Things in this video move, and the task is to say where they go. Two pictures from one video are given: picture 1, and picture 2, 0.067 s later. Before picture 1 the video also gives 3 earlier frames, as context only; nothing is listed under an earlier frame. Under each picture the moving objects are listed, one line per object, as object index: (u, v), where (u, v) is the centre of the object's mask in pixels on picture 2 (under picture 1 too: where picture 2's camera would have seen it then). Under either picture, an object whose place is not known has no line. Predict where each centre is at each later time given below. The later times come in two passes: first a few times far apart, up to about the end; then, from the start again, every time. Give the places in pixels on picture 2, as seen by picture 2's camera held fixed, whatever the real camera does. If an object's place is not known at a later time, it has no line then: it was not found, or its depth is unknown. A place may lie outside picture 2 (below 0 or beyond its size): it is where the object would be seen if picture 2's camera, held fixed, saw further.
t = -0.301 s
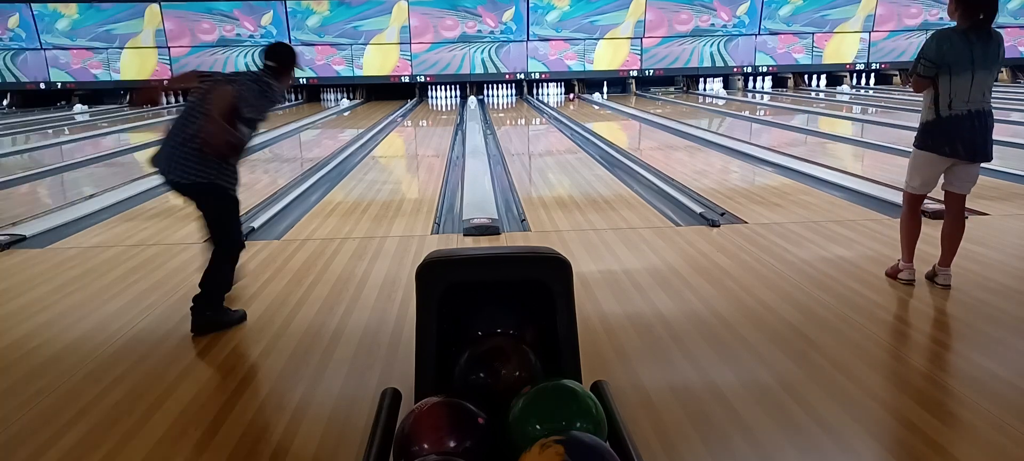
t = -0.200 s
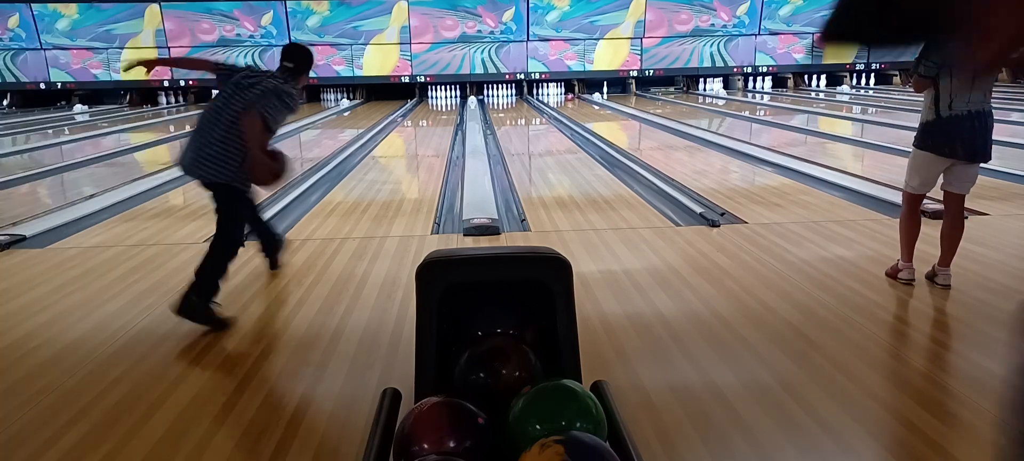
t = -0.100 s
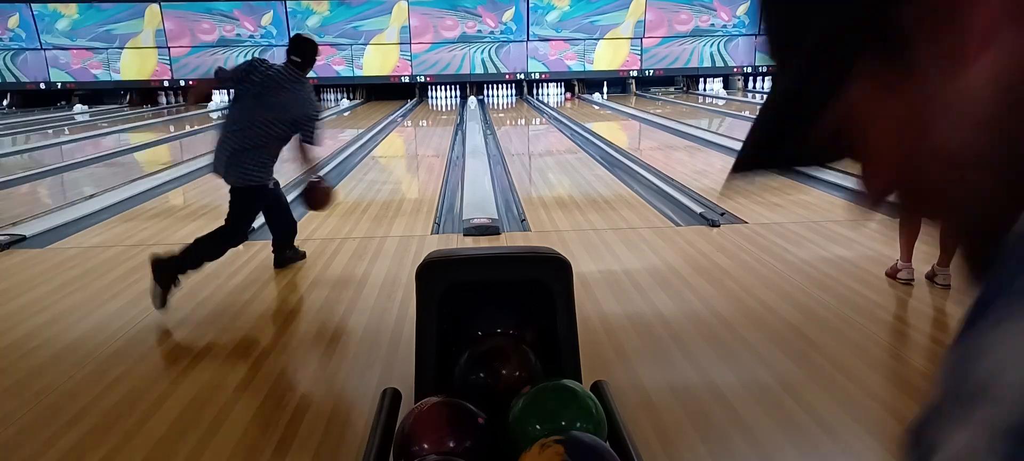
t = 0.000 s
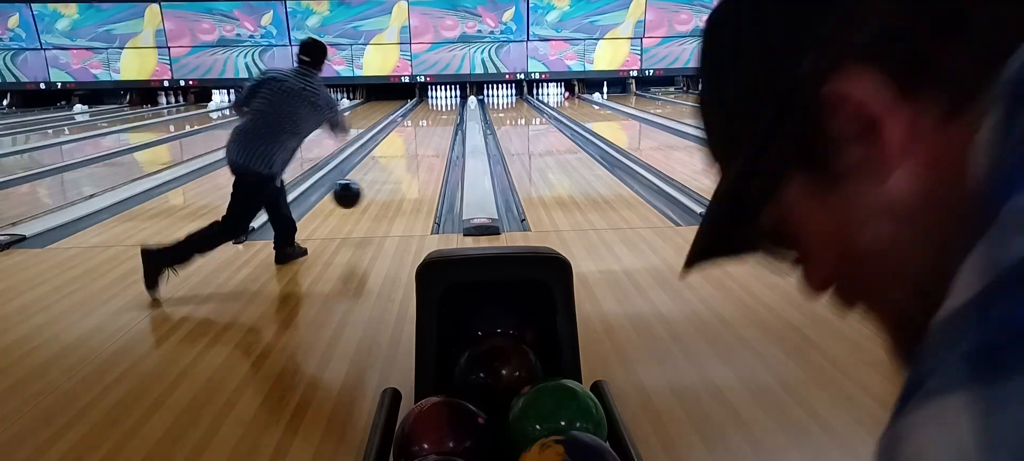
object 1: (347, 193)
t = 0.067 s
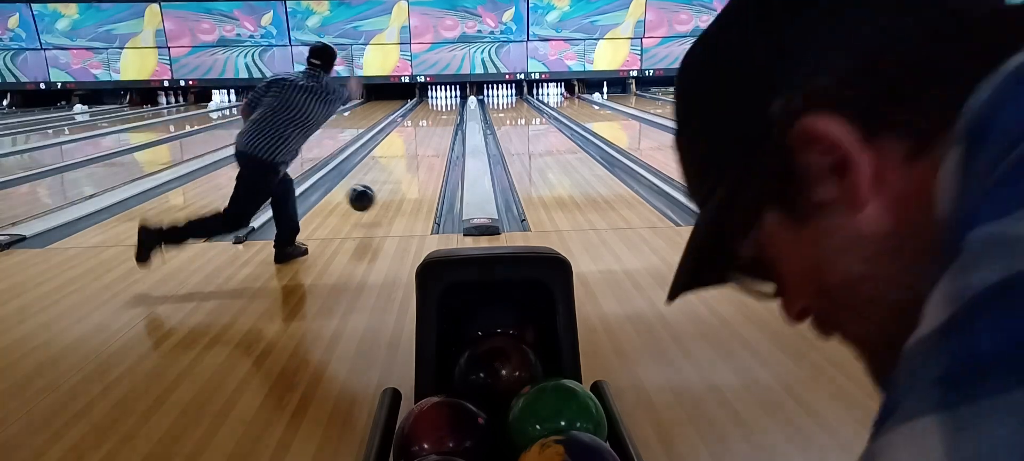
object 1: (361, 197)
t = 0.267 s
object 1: (391, 179)
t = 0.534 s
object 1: (415, 153)
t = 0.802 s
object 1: (429, 136)
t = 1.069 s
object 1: (439, 125)
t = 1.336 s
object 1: (446, 116)
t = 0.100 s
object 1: (368, 201)
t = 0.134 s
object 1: (374, 198)
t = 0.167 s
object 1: (379, 192)
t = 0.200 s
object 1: (383, 188)
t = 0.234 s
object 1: (387, 184)
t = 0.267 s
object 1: (391, 179)
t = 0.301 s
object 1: (395, 176)
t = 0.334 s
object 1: (398, 172)
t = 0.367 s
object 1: (402, 168)
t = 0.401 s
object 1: (405, 165)
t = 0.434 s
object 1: (407, 162)
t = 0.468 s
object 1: (410, 159)
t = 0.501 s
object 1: (412, 156)
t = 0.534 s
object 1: (415, 153)
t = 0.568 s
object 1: (417, 151)
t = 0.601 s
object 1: (419, 148)
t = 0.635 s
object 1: (421, 146)
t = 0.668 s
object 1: (423, 144)
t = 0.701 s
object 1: (425, 142)
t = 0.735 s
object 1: (426, 140)
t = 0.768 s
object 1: (428, 138)
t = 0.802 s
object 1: (429, 136)
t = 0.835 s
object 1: (431, 134)
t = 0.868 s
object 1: (432, 133)
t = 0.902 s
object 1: (433, 131)
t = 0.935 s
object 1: (434, 130)
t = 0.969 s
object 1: (436, 128)
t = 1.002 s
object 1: (437, 127)
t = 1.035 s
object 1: (438, 126)
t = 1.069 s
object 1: (439, 125)
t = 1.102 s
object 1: (440, 123)
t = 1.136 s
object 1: (441, 122)
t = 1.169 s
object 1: (442, 121)
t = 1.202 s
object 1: (443, 120)
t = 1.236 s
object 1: (443, 119)
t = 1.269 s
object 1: (444, 118)
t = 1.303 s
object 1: (444, 117)
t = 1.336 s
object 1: (446, 116)
